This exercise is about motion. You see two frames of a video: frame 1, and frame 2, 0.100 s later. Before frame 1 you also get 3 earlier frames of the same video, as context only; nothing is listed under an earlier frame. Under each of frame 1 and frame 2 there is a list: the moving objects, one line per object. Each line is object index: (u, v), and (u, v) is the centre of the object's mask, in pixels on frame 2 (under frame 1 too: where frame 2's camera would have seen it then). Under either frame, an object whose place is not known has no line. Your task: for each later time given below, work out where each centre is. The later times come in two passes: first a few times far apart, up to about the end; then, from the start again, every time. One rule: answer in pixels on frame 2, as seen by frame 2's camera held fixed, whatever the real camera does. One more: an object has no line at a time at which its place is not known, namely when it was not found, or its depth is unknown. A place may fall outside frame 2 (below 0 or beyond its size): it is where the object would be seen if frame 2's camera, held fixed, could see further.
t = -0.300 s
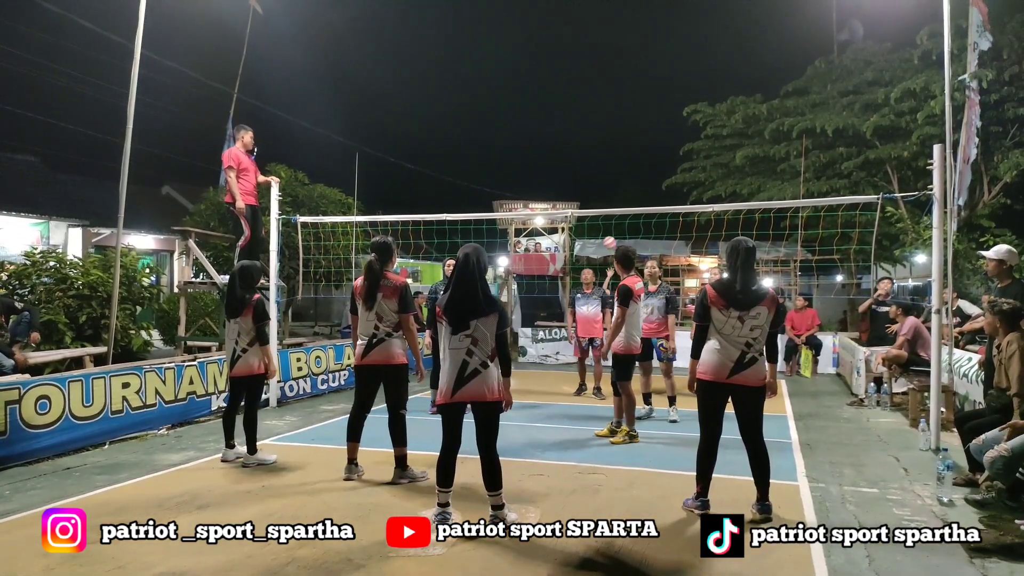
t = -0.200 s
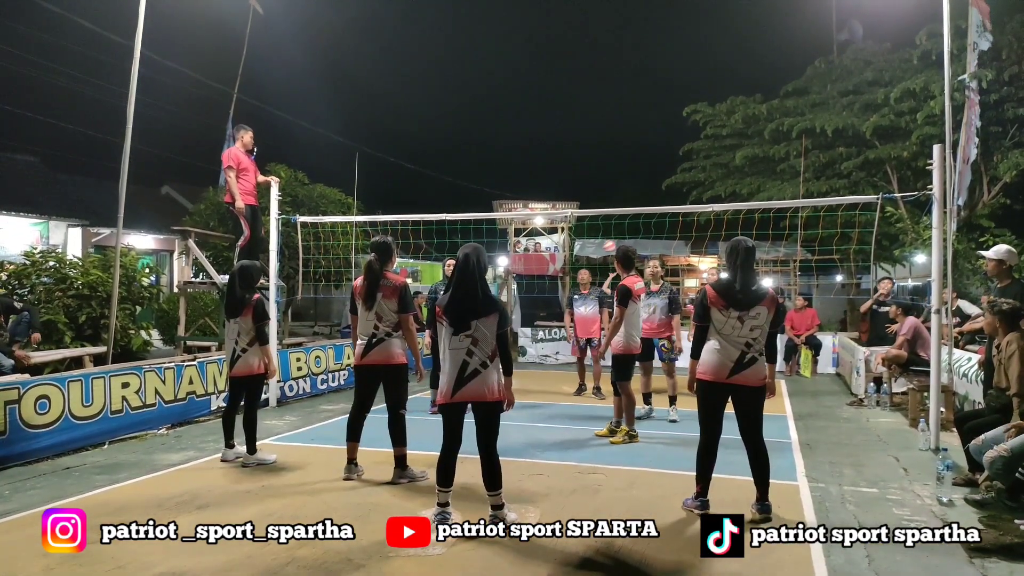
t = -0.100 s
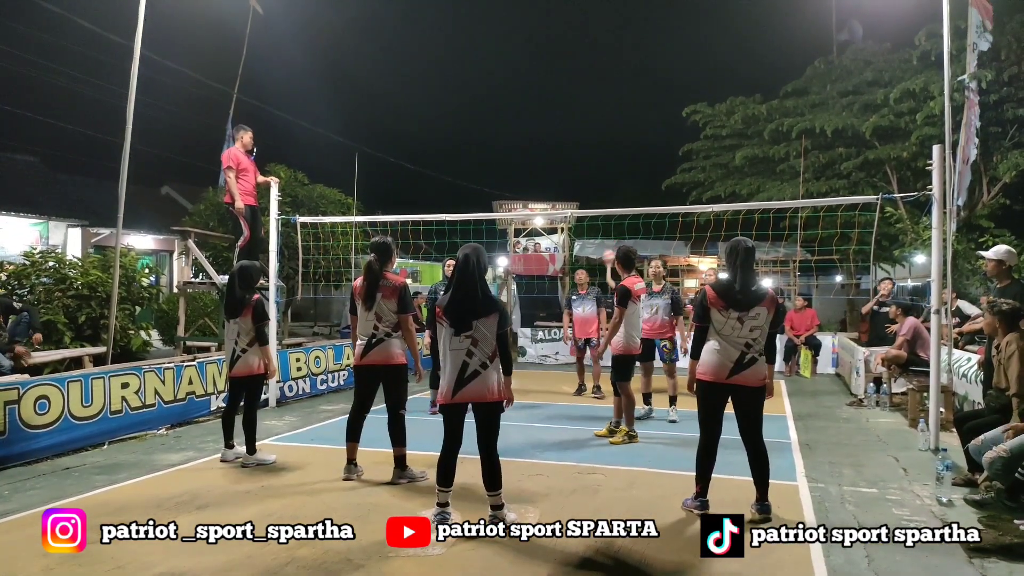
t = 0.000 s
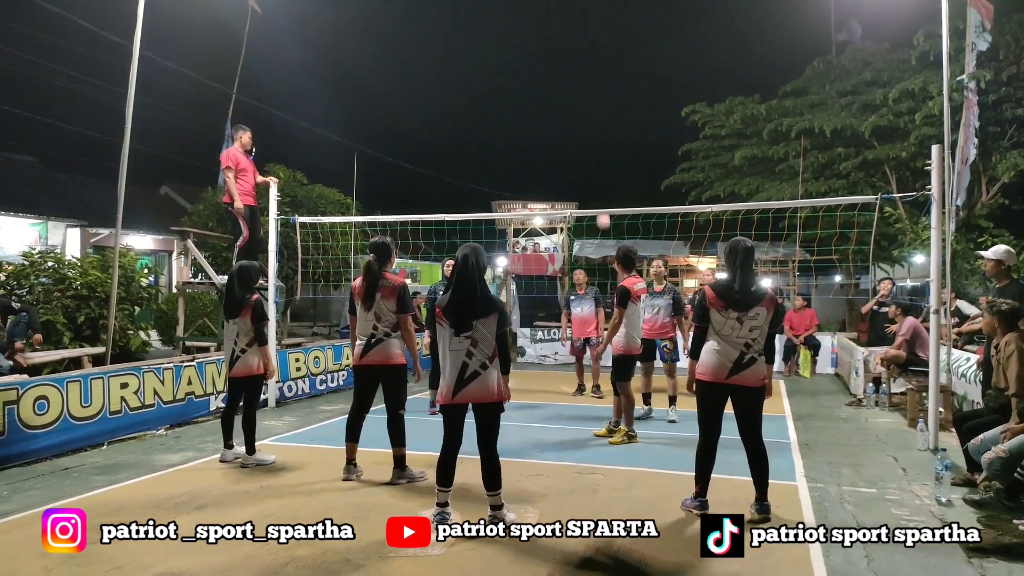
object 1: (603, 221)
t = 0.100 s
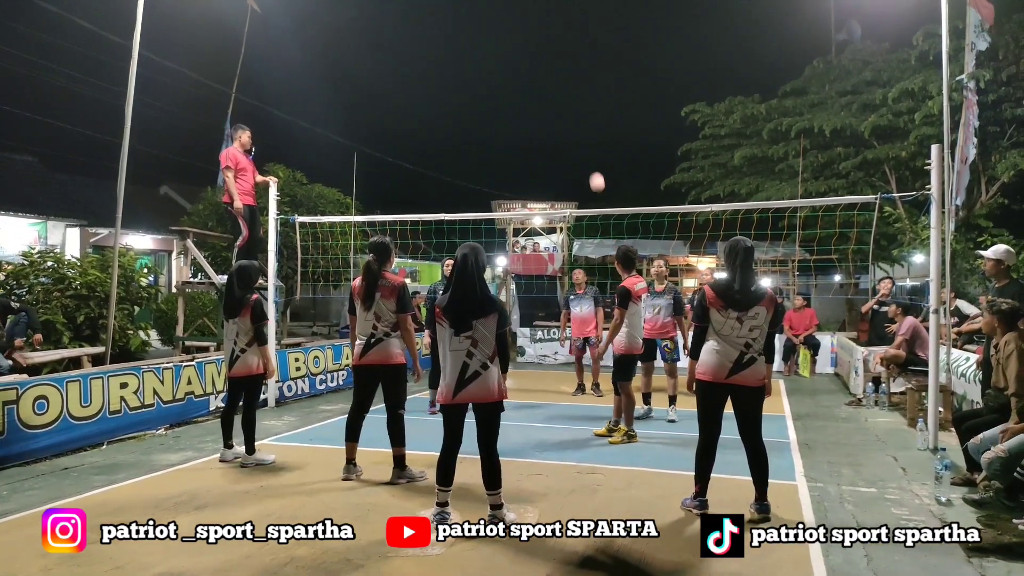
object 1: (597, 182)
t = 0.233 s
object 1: (586, 134)
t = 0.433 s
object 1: (567, 71)
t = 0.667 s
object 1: (535, 20)
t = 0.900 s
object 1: (492, 14)
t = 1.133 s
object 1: (430, 97)
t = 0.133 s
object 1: (594, 170)
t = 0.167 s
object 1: (592, 157)
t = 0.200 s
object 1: (589, 145)
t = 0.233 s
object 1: (586, 134)
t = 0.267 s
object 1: (583, 123)
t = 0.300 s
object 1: (580, 112)
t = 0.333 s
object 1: (577, 102)
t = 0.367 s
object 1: (574, 91)
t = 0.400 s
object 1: (570, 81)
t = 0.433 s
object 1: (567, 71)
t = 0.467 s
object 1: (563, 63)
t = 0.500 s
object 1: (559, 54)
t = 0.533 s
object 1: (555, 47)
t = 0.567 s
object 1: (550, 39)
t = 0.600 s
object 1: (546, 32)
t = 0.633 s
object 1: (540, 26)
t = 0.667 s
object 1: (535, 20)
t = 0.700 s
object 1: (530, 16)
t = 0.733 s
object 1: (525, 13)
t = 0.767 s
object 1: (519, 11)
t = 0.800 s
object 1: (513, 11)
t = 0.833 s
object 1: (507, 11)
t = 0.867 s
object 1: (500, 12)
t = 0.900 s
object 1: (492, 14)
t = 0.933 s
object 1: (485, 18)
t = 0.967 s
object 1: (477, 26)
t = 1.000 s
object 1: (469, 35)
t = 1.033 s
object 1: (460, 46)
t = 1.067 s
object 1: (450, 60)
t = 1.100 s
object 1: (440, 76)
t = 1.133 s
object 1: (430, 97)
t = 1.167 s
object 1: (420, 121)
